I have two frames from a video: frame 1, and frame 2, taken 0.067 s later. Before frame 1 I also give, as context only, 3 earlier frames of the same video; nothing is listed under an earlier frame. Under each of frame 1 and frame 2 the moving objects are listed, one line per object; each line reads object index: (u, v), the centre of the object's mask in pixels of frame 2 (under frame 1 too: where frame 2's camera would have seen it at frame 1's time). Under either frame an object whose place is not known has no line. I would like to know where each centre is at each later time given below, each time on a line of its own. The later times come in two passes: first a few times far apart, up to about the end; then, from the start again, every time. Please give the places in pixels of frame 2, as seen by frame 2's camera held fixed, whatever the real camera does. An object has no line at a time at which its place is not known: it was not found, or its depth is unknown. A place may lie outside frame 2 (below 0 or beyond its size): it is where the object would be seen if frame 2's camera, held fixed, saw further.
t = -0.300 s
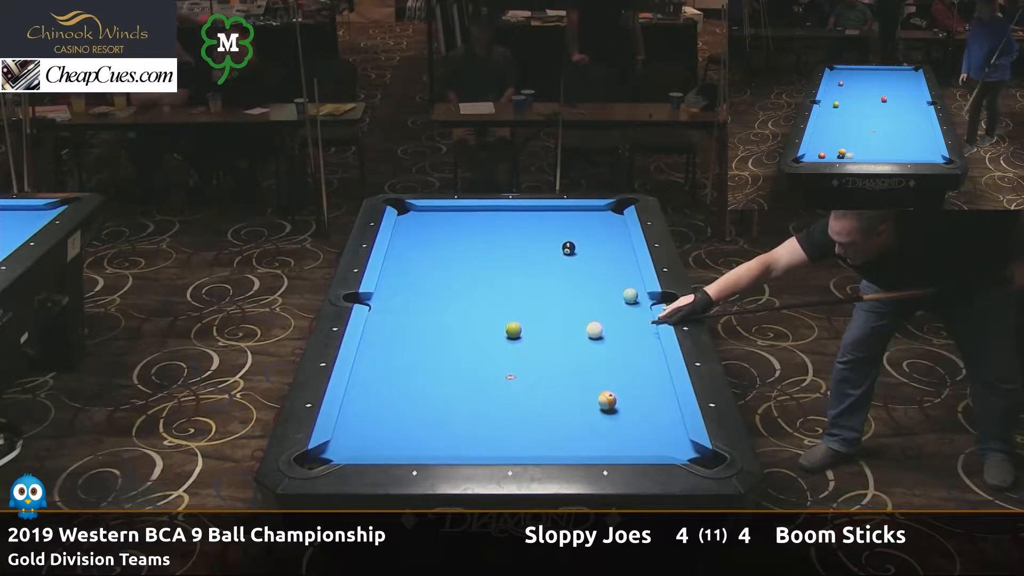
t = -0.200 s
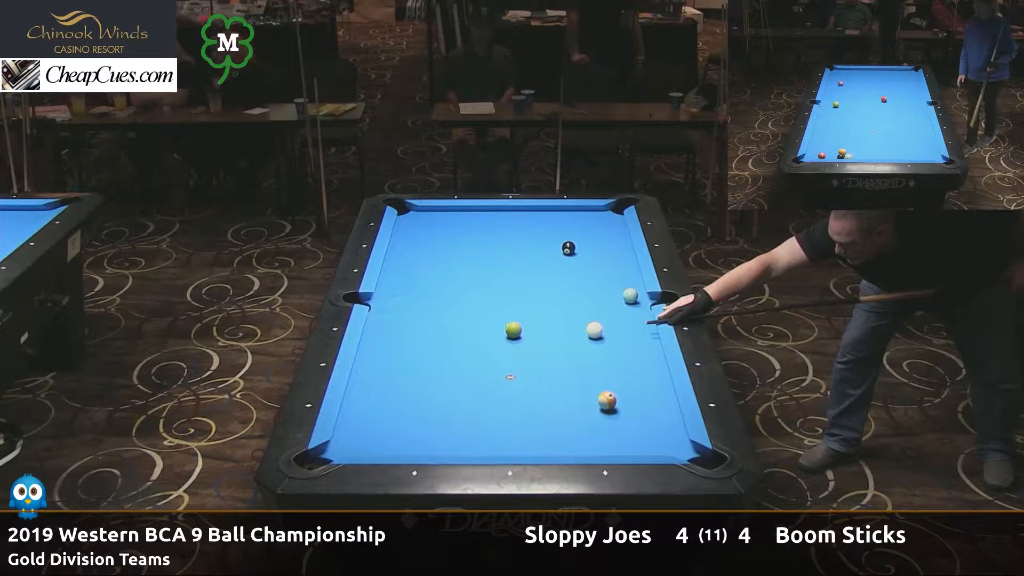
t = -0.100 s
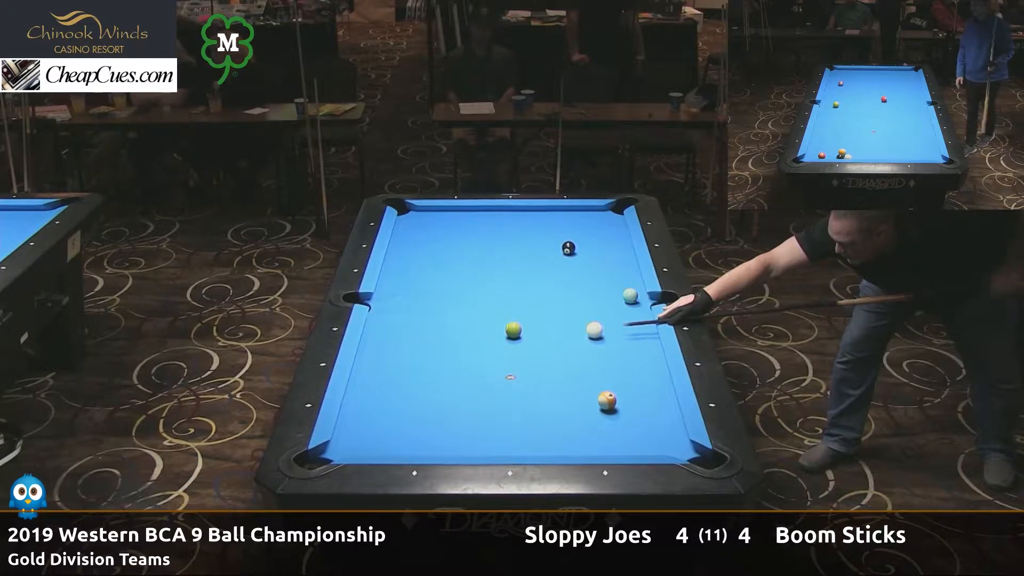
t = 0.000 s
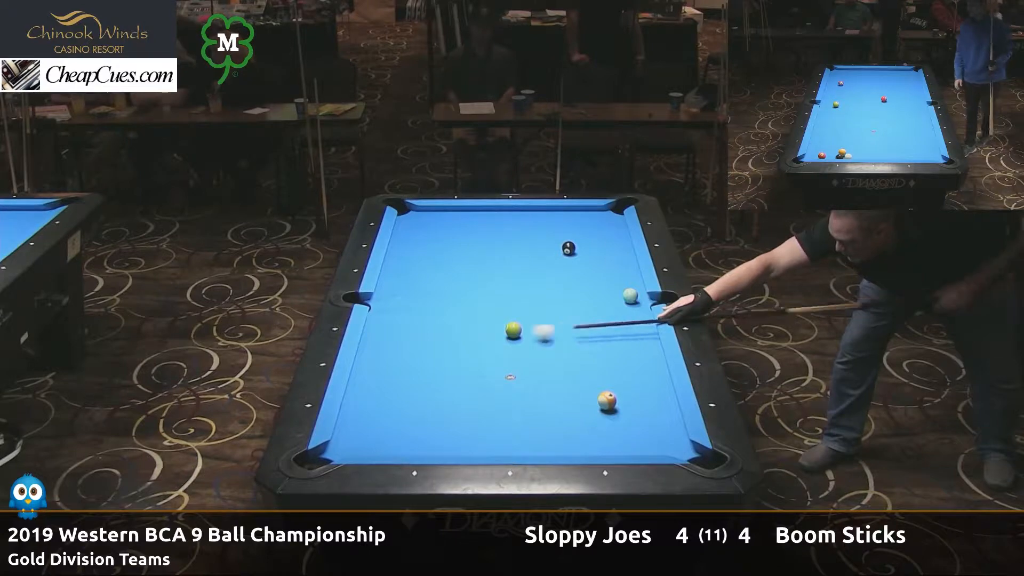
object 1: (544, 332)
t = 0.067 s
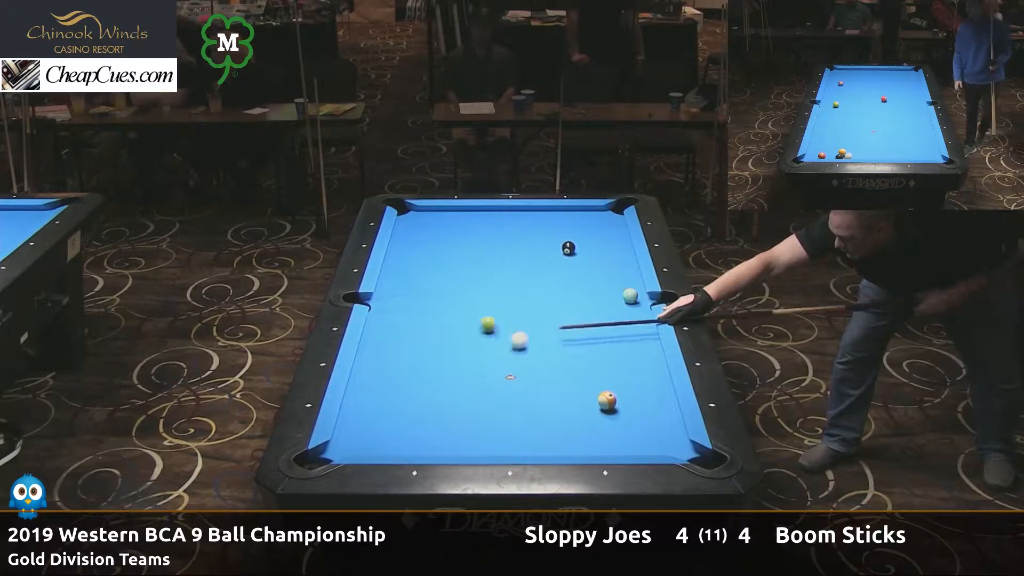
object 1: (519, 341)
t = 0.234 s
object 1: (471, 366)
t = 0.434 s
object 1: (400, 395)
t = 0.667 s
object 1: (365, 424)
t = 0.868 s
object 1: (396, 443)
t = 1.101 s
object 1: (435, 445)
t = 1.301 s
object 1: (468, 435)
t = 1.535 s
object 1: (504, 422)
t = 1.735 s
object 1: (533, 412)
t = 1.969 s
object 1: (564, 401)
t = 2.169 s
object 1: (589, 393)
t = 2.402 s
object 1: (616, 383)
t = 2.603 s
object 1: (638, 376)
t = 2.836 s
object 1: (658, 368)
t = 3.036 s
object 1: (644, 362)
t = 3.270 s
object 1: (628, 356)
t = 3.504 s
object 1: (614, 351)
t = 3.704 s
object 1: (602, 347)
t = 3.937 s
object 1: (590, 342)
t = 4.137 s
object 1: (581, 338)
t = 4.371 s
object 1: (572, 334)
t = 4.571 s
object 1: (564, 331)
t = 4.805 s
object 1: (556, 329)
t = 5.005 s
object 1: (550, 326)
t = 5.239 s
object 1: (544, 324)
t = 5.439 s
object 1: (539, 323)
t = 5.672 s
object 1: (535, 321)
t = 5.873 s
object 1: (533, 320)
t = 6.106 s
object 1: (530, 319)
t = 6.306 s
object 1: (529, 319)
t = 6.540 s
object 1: (528, 319)
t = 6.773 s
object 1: (528, 318)
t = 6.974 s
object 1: (528, 318)
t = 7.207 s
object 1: (528, 318)
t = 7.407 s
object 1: (528, 318)
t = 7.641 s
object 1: (528, 318)
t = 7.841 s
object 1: (528, 318)
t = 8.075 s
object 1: (528, 318)
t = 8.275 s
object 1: (528, 318)
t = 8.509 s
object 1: (528, 318)
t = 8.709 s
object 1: (528, 318)
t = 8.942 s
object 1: (528, 318)
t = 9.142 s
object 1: (528, 318)
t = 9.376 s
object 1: (528, 318)
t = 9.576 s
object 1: (528, 318)
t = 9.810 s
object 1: (528, 318)
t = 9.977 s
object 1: (528, 318)
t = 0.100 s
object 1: (511, 346)
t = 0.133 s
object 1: (503, 351)
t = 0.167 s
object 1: (494, 356)
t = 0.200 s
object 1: (483, 361)
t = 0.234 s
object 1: (471, 366)
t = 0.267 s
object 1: (460, 370)
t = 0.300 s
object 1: (449, 375)
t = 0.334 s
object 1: (437, 380)
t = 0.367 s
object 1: (424, 385)
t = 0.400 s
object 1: (412, 390)
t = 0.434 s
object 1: (400, 395)
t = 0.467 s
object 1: (387, 400)
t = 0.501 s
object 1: (375, 405)
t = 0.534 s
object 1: (362, 410)
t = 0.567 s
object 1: (349, 415)
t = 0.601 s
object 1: (351, 419)
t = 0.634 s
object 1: (358, 421)
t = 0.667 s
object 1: (365, 424)
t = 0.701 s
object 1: (370, 427)
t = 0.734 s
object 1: (375, 430)
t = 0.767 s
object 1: (380, 433)
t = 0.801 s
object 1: (385, 437)
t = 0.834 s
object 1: (391, 440)
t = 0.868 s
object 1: (396, 443)
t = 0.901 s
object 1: (402, 445)
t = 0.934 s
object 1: (407, 446)
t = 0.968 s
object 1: (412, 448)
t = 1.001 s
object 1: (419, 448)
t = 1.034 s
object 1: (424, 447)
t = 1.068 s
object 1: (430, 446)
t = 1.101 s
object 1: (435, 445)
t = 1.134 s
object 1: (441, 444)
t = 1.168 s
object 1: (447, 442)
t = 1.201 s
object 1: (452, 440)
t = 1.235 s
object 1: (458, 438)
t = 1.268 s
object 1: (463, 436)
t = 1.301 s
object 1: (468, 435)
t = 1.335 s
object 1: (474, 433)
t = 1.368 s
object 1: (479, 430)
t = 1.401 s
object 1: (484, 429)
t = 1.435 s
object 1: (489, 427)
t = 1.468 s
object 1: (494, 425)
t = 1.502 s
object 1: (499, 424)
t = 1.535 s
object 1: (504, 422)
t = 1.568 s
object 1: (509, 420)
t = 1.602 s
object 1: (514, 419)
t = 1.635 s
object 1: (519, 417)
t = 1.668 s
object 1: (524, 415)
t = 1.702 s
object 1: (528, 414)
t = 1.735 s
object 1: (533, 412)
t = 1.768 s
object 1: (538, 411)
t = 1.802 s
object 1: (542, 409)
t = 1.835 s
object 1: (547, 407)
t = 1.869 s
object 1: (551, 406)
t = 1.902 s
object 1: (555, 404)
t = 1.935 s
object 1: (559, 403)
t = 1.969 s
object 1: (564, 401)
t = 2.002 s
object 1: (568, 400)
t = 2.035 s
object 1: (573, 398)
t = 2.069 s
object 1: (577, 397)
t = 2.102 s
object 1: (581, 395)
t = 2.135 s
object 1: (585, 394)
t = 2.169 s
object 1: (589, 393)
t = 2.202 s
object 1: (592, 391)
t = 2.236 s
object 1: (596, 389)
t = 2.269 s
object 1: (600, 387)
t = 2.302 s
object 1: (604, 386)
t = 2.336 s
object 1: (608, 384)
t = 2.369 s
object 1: (612, 384)
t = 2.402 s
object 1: (616, 383)
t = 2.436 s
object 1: (620, 382)
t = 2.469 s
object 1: (623, 381)
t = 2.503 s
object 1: (627, 380)
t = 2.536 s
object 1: (631, 378)
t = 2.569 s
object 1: (634, 377)
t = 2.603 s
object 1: (638, 376)
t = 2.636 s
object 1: (641, 375)
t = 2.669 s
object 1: (645, 374)
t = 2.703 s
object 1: (648, 372)
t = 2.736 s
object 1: (651, 371)
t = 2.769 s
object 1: (655, 370)
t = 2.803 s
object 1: (658, 369)
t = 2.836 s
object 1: (658, 368)
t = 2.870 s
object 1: (656, 367)
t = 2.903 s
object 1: (653, 366)
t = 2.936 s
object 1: (651, 365)
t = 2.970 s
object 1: (648, 364)
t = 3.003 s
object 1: (646, 363)
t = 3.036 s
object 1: (644, 362)
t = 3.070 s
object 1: (641, 361)
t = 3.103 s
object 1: (639, 360)
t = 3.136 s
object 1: (637, 360)
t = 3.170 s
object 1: (634, 359)
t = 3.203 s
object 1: (632, 358)
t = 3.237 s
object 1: (630, 357)
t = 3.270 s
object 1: (628, 356)
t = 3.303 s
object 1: (626, 355)
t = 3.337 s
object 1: (624, 355)
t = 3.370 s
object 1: (621, 354)
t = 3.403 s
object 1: (619, 353)
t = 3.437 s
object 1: (617, 352)
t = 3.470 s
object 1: (615, 352)
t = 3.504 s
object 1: (614, 351)
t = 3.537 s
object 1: (611, 350)
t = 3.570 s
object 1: (609, 350)
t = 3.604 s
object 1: (608, 349)
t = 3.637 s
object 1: (606, 348)
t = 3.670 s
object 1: (604, 347)
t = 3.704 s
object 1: (602, 347)
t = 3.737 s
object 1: (600, 346)
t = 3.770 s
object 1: (599, 345)
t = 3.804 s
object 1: (597, 345)
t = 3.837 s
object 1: (596, 344)
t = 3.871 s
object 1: (593, 343)
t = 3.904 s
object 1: (592, 343)
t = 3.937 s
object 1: (590, 342)
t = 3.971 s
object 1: (589, 341)
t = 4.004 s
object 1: (587, 341)
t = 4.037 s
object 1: (586, 341)
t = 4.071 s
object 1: (584, 340)
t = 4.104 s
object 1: (583, 339)
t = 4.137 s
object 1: (581, 338)
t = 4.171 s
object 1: (580, 338)
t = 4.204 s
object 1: (578, 337)
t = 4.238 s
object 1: (577, 337)
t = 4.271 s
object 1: (575, 336)
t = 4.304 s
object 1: (574, 336)
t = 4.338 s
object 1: (573, 335)
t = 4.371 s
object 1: (572, 334)
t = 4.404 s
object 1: (570, 334)
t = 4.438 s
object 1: (569, 333)
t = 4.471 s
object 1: (568, 333)
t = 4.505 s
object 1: (566, 333)
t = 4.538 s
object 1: (565, 332)
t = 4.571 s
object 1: (564, 331)
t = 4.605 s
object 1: (563, 331)
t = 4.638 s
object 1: (562, 331)
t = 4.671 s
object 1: (561, 330)
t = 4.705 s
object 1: (559, 330)
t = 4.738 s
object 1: (558, 330)
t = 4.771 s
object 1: (557, 329)
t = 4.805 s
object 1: (556, 329)
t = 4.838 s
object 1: (555, 328)
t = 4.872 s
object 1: (554, 328)
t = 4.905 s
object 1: (553, 328)
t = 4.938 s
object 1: (552, 327)
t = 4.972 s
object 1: (551, 327)
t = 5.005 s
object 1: (550, 326)
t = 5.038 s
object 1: (549, 326)
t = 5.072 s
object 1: (548, 326)
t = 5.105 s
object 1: (547, 326)
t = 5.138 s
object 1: (546, 325)
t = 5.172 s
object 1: (546, 325)
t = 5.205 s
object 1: (545, 325)
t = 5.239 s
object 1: (544, 324)
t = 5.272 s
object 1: (543, 324)
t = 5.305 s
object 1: (542, 324)
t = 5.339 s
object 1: (542, 323)
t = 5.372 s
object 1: (541, 323)
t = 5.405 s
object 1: (540, 323)
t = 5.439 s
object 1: (539, 323)
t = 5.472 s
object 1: (539, 322)
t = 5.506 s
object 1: (538, 322)
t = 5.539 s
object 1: (538, 322)
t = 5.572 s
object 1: (537, 322)
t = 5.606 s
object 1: (537, 321)
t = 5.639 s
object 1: (536, 321)
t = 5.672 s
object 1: (535, 321)
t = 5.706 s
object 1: (535, 321)
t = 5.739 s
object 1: (534, 321)
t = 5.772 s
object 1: (534, 321)
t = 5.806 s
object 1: (534, 321)
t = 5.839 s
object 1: (533, 320)
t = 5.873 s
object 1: (533, 320)
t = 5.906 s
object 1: (532, 320)
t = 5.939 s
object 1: (532, 320)
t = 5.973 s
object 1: (531, 320)
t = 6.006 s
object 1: (531, 320)
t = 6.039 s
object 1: (531, 320)
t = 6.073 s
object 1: (531, 320)
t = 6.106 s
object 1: (530, 319)
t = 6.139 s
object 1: (530, 319)
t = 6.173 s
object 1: (530, 319)
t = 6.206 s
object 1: (529, 319)
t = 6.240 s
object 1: (529, 319)
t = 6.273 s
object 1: (529, 319)
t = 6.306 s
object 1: (529, 319)
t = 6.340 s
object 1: (528, 319)
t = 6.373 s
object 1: (528, 319)
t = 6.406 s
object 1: (528, 319)
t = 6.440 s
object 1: (528, 319)
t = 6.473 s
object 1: (528, 319)
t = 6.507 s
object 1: (528, 319)
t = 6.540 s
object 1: (528, 319)
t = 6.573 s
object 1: (528, 319)
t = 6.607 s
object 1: (528, 319)
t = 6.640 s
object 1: (528, 318)
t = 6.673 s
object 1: (528, 318)
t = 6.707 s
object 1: (528, 318)
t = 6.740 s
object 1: (528, 318)
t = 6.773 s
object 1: (528, 318)
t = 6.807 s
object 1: (528, 318)
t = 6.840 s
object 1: (528, 318)
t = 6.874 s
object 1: (528, 318)
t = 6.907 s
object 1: (528, 318)
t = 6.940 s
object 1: (528, 318)
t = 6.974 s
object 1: (528, 318)
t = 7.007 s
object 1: (528, 318)
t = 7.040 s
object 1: (528, 318)
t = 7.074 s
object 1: (528, 318)
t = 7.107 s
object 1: (528, 318)
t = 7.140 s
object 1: (528, 318)
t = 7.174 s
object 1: (528, 318)
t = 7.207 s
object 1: (528, 318)
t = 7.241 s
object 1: (528, 318)
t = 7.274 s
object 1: (528, 318)
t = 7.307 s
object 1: (528, 318)
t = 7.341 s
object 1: (528, 318)
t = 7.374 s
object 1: (528, 318)
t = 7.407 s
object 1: (528, 318)
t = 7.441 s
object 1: (528, 318)
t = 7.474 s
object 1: (528, 318)
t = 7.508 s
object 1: (528, 318)
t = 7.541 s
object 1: (528, 318)
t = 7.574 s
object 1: (528, 318)
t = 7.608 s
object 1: (528, 318)
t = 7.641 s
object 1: (528, 318)
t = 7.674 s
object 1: (528, 318)
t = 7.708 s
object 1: (528, 318)
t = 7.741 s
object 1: (528, 318)
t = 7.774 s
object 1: (528, 318)
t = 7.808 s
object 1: (528, 318)
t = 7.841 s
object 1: (528, 318)
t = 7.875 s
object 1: (528, 318)
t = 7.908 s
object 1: (528, 318)
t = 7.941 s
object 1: (528, 318)
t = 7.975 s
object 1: (528, 318)
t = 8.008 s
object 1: (528, 318)
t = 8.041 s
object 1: (528, 318)
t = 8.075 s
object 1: (528, 318)
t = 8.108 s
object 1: (528, 318)
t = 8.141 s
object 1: (528, 318)
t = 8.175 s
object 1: (528, 318)
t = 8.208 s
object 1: (528, 318)
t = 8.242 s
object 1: (528, 318)
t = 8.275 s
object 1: (528, 318)
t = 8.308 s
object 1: (528, 318)
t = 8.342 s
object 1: (528, 318)
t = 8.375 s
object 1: (528, 318)
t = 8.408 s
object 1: (528, 318)
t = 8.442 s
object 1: (528, 318)
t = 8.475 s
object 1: (528, 318)
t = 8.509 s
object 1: (528, 318)
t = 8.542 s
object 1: (528, 318)
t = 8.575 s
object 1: (528, 318)
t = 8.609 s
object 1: (528, 318)
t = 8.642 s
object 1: (528, 318)
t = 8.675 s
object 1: (528, 318)
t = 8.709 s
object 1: (528, 318)
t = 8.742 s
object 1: (528, 318)
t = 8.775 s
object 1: (528, 318)
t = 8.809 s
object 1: (528, 318)
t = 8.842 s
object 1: (528, 318)
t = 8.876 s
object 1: (528, 318)
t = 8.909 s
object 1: (528, 318)
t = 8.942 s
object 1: (528, 318)
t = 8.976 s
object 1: (528, 318)
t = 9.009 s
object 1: (528, 318)
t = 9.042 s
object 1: (528, 318)
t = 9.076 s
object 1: (528, 318)
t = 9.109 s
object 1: (528, 318)
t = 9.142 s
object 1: (528, 318)
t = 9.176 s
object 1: (528, 318)
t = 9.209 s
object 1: (528, 318)
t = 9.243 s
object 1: (528, 318)
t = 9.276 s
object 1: (528, 318)
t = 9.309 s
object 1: (528, 318)
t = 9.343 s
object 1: (528, 318)
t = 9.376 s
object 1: (528, 318)
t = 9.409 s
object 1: (528, 318)
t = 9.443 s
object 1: (528, 318)
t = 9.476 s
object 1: (528, 318)
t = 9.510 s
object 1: (528, 318)
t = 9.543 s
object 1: (528, 318)
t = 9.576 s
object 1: (528, 318)
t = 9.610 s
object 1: (528, 318)
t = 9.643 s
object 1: (528, 318)
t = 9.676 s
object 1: (528, 318)
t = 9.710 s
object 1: (528, 318)
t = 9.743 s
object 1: (528, 318)
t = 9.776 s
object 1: (528, 318)
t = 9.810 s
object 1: (528, 318)
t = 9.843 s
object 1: (528, 318)
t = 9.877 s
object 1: (528, 318)
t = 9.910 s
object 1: (528, 318)
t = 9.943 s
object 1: (528, 318)
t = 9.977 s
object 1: (528, 318)
